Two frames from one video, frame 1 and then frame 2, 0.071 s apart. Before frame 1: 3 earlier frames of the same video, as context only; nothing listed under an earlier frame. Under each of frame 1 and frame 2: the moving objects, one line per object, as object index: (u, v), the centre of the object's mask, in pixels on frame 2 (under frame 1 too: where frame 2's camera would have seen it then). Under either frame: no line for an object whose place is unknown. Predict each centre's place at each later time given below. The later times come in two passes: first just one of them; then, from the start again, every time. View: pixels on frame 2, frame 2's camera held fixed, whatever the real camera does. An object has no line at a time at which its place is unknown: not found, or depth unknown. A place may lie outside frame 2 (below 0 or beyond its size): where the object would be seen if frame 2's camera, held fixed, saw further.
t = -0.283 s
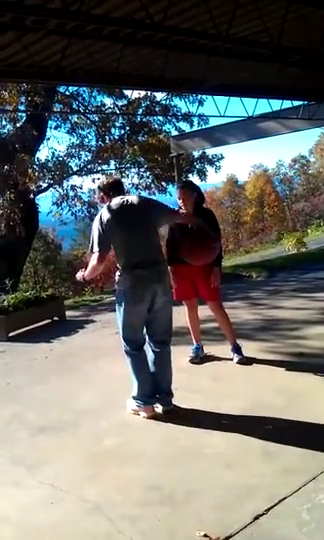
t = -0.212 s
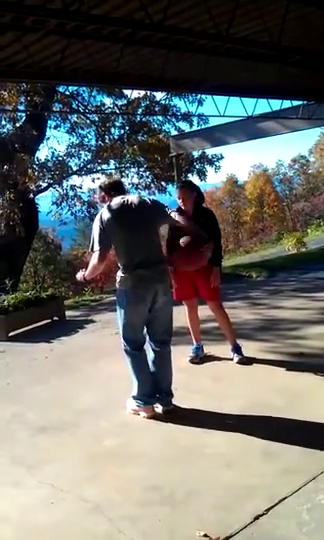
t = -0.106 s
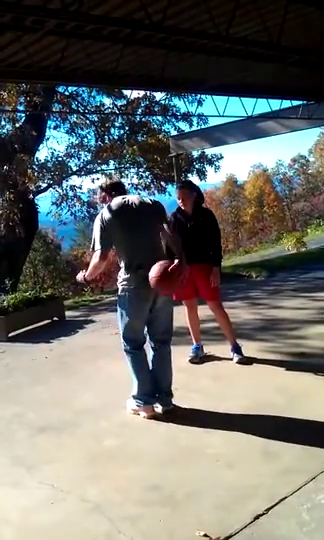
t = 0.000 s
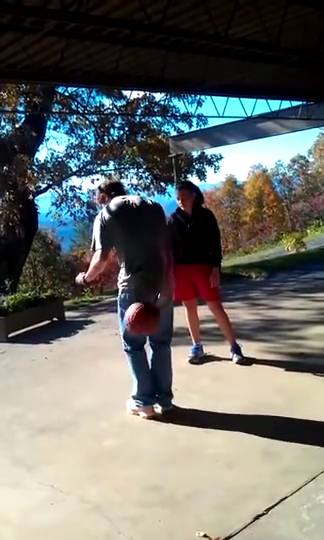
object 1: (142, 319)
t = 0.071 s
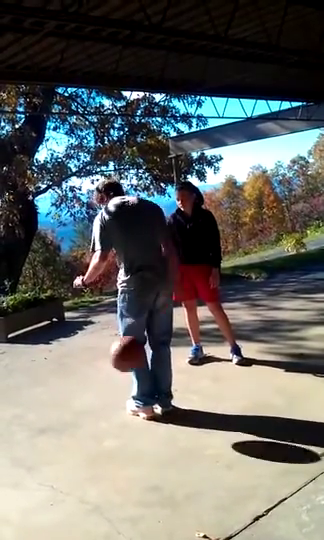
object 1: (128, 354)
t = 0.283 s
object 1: (83, 356)
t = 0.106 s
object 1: (119, 373)
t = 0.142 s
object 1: (114, 394)
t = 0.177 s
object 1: (107, 410)
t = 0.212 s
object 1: (99, 390)
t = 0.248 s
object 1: (91, 372)
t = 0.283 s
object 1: (83, 356)
